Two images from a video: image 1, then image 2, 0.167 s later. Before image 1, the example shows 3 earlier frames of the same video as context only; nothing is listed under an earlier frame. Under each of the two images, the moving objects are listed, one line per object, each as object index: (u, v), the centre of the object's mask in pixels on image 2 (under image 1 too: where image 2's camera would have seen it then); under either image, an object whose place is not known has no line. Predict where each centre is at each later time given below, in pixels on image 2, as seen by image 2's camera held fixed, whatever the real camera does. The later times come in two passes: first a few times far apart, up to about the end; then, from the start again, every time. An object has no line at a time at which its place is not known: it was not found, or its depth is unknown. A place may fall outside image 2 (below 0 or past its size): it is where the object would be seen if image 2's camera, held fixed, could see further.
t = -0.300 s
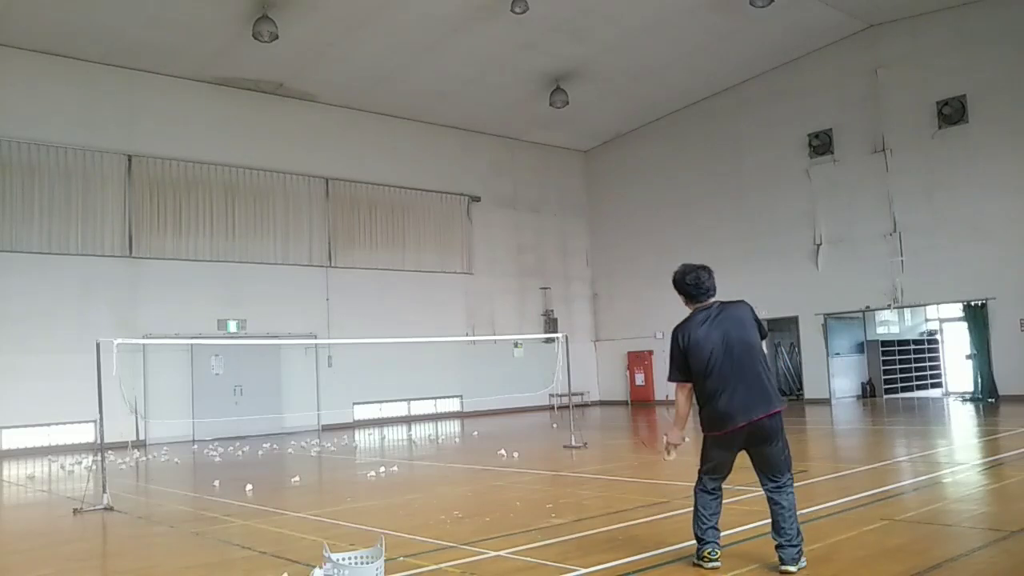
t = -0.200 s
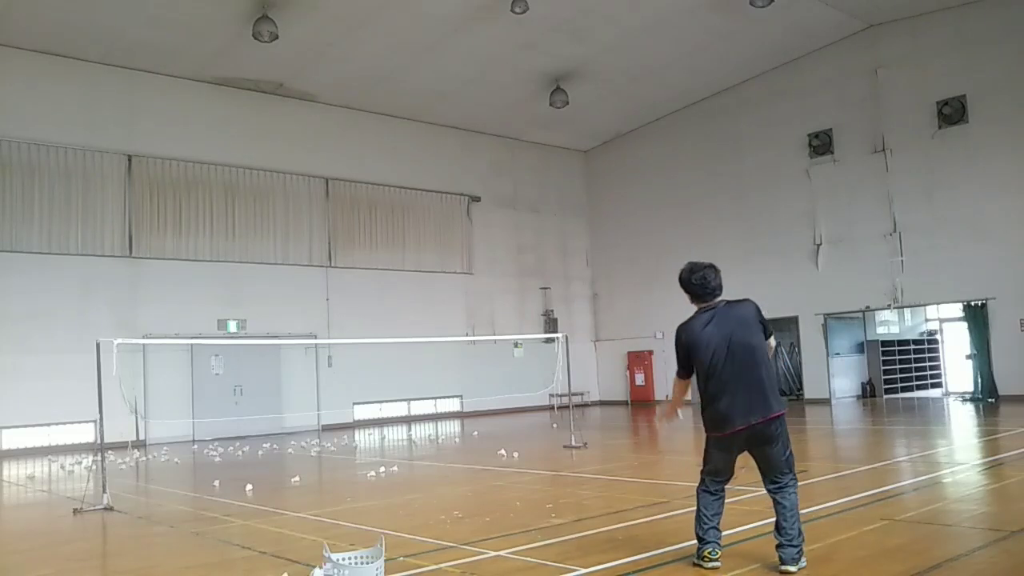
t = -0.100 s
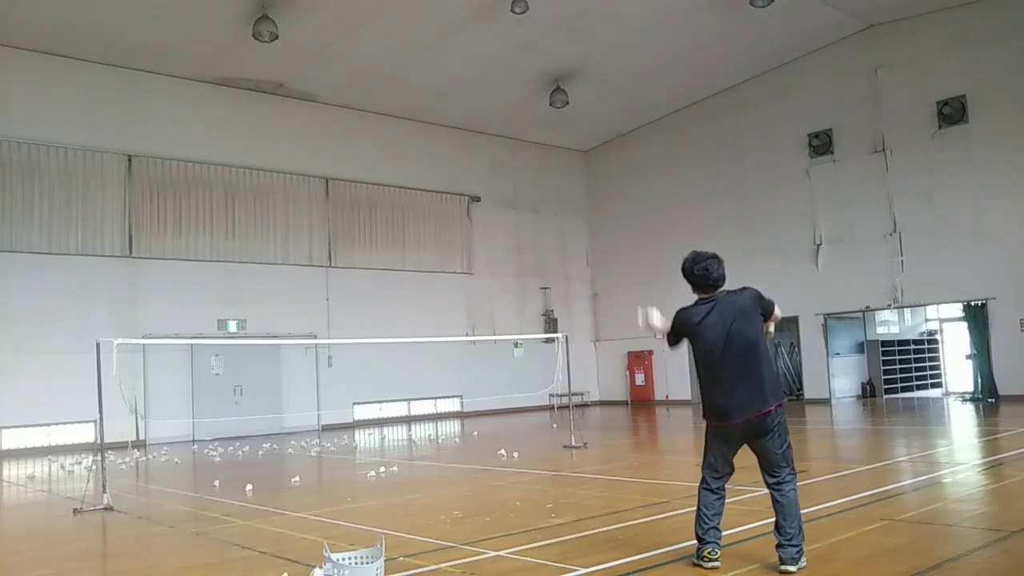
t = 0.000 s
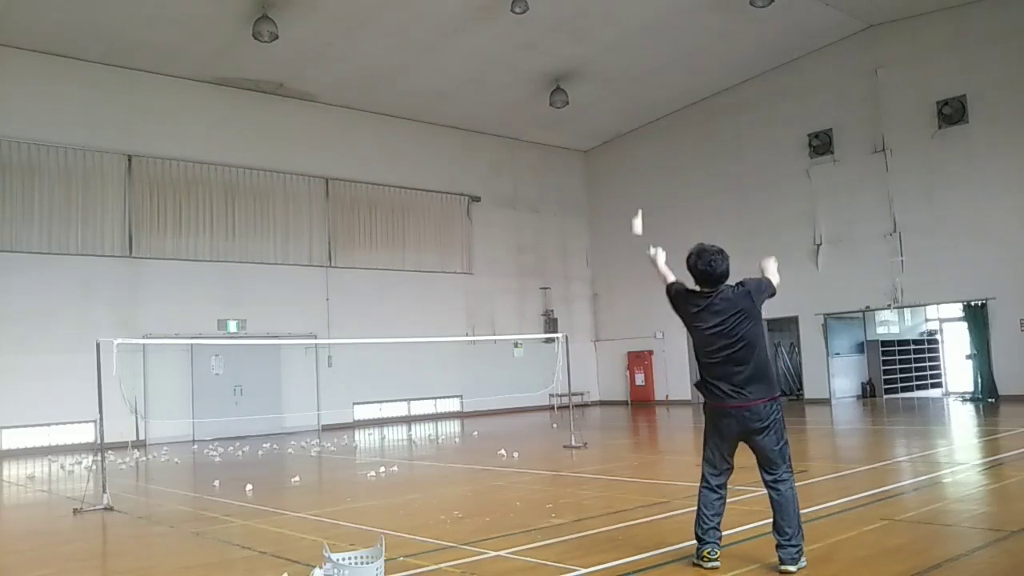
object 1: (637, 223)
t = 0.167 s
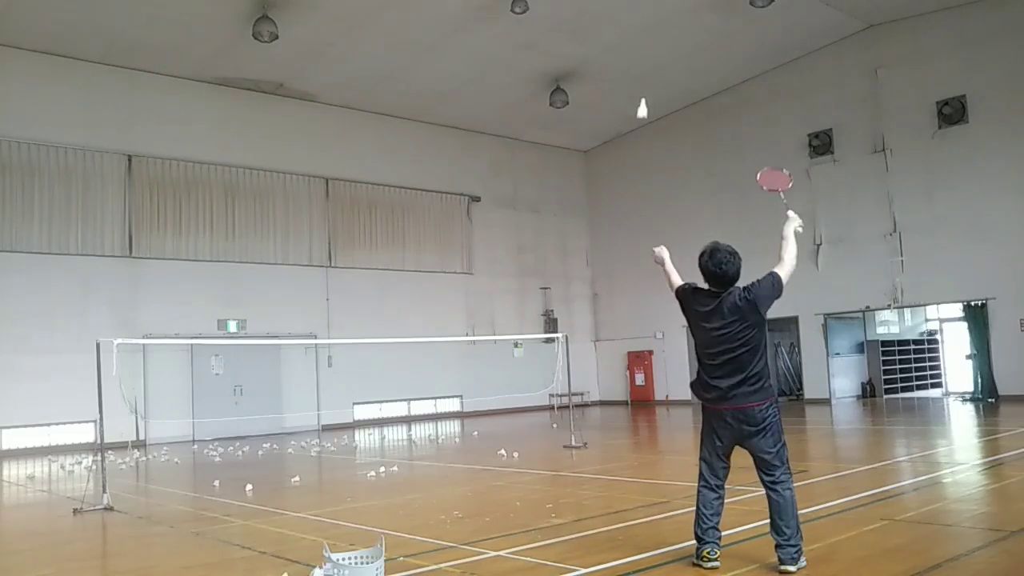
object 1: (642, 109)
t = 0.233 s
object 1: (644, 79)
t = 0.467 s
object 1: (653, 26)
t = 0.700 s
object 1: (665, 52)
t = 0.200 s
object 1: (643, 93)
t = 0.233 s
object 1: (644, 79)
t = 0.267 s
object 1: (646, 66)
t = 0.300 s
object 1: (647, 55)
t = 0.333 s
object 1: (648, 46)
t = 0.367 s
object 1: (649, 39)
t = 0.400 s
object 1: (650, 33)
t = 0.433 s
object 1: (652, 29)
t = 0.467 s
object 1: (653, 26)
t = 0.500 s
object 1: (654, 25)
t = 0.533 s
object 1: (656, 25)
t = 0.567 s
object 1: (657, 28)
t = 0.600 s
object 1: (659, 32)
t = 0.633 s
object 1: (661, 37)
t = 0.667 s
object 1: (663, 44)
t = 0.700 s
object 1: (665, 52)
